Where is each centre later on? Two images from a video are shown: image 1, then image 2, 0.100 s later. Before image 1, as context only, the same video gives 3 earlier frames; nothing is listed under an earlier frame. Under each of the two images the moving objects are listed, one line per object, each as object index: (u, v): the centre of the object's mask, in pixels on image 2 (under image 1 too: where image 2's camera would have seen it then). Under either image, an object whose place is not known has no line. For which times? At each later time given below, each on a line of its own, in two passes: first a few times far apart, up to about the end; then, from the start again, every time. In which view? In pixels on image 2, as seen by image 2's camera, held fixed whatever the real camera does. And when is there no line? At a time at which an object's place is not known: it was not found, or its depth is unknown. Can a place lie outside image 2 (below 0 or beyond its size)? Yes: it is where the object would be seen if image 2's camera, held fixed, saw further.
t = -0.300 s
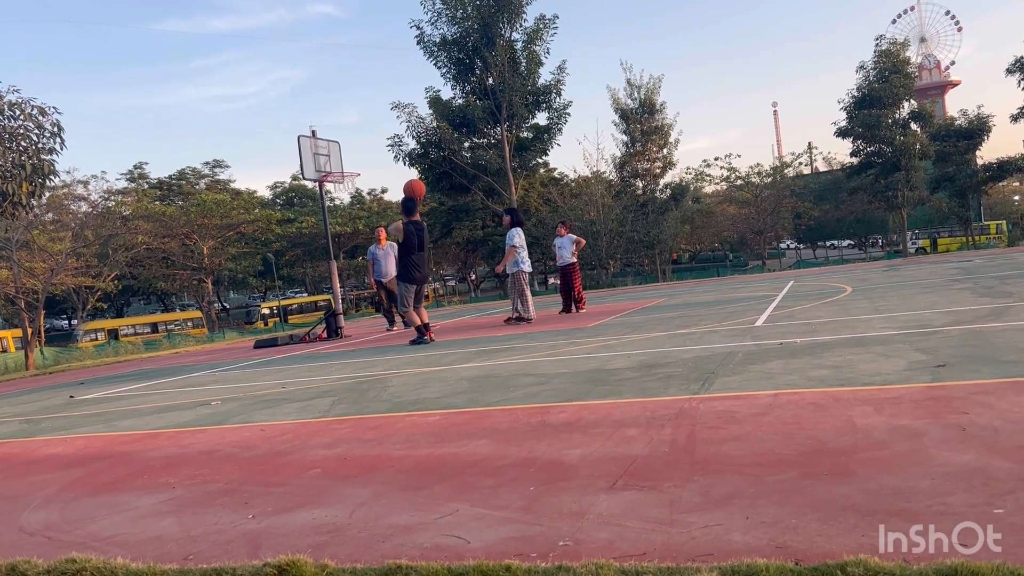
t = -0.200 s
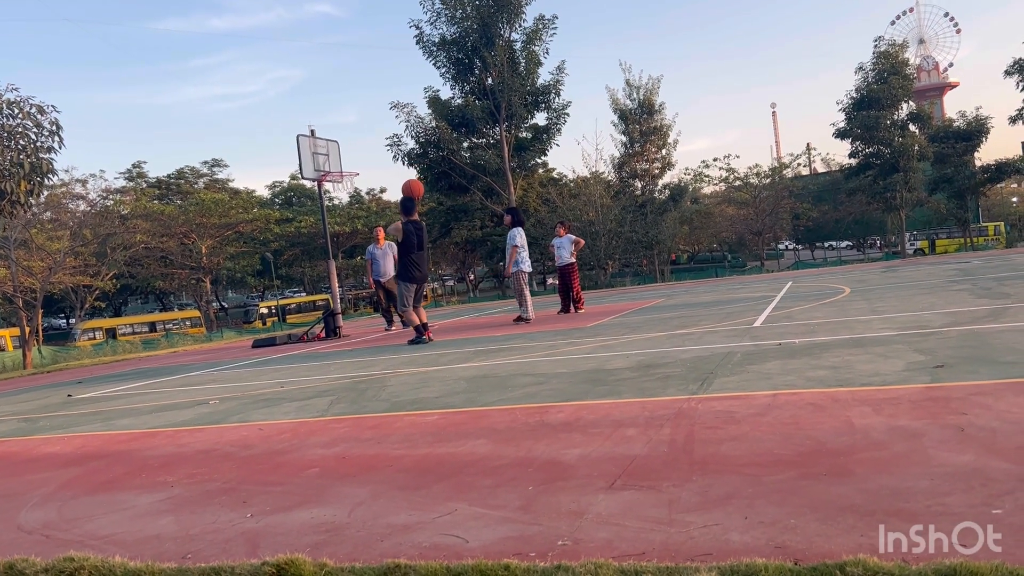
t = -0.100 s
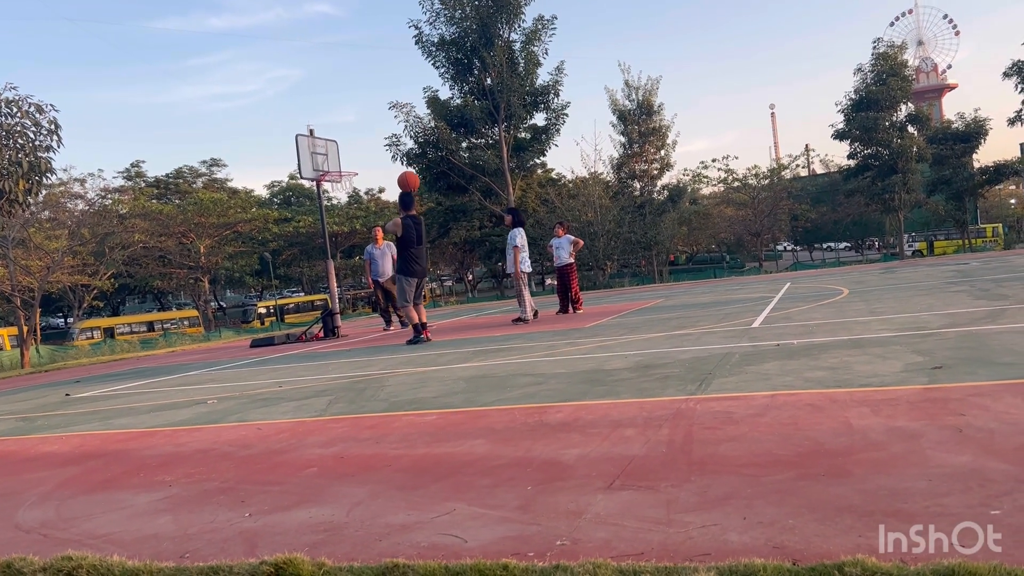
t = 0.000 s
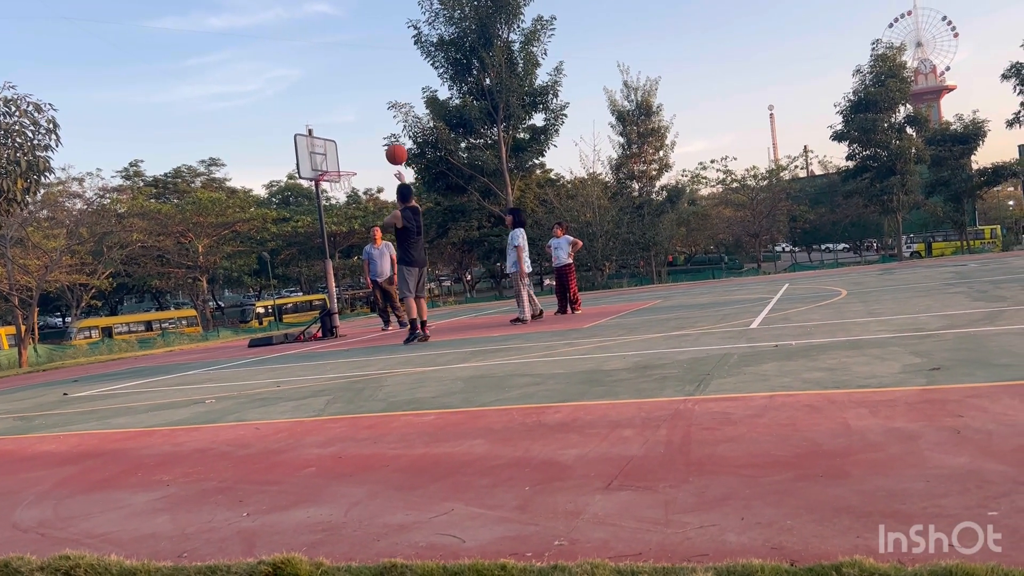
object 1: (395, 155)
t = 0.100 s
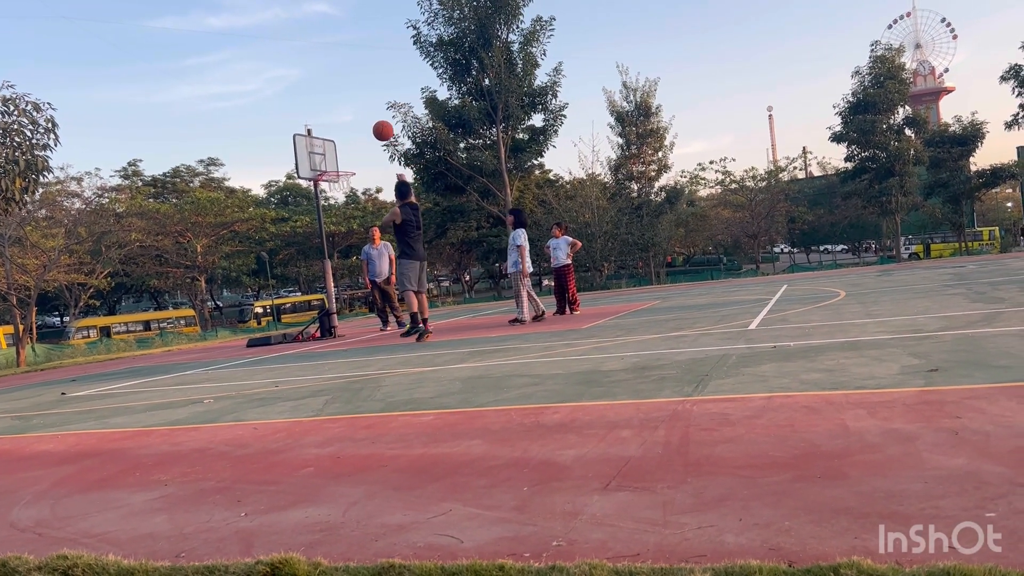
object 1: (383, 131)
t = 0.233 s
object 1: (370, 114)
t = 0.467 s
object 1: (353, 120)
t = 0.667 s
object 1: (345, 155)
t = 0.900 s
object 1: (333, 173)
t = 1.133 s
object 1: (343, 173)
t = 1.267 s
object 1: (340, 178)
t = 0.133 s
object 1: (379, 125)
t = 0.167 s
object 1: (376, 120)
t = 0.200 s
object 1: (373, 117)
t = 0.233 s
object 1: (370, 114)
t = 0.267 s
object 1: (367, 112)
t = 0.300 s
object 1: (364, 112)
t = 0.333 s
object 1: (361, 112)
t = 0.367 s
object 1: (359, 113)
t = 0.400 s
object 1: (357, 114)
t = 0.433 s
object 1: (355, 117)
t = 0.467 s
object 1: (353, 120)
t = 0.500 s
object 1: (351, 124)
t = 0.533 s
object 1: (350, 129)
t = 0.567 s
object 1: (348, 135)
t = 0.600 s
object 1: (347, 141)
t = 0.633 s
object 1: (346, 147)
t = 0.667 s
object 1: (345, 155)
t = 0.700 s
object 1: (344, 163)
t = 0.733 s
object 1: (343, 170)
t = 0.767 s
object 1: (339, 172)
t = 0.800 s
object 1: (334, 174)
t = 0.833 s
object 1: (332, 174)
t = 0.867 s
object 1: (332, 174)
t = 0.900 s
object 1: (333, 173)
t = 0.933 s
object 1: (334, 173)
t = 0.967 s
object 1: (336, 173)
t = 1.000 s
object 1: (338, 172)
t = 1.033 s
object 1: (340, 172)
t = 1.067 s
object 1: (341, 173)
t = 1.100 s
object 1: (342, 173)
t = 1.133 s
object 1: (343, 173)
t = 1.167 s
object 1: (343, 174)
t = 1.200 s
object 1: (343, 175)
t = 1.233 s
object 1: (341, 176)
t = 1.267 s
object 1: (340, 178)
